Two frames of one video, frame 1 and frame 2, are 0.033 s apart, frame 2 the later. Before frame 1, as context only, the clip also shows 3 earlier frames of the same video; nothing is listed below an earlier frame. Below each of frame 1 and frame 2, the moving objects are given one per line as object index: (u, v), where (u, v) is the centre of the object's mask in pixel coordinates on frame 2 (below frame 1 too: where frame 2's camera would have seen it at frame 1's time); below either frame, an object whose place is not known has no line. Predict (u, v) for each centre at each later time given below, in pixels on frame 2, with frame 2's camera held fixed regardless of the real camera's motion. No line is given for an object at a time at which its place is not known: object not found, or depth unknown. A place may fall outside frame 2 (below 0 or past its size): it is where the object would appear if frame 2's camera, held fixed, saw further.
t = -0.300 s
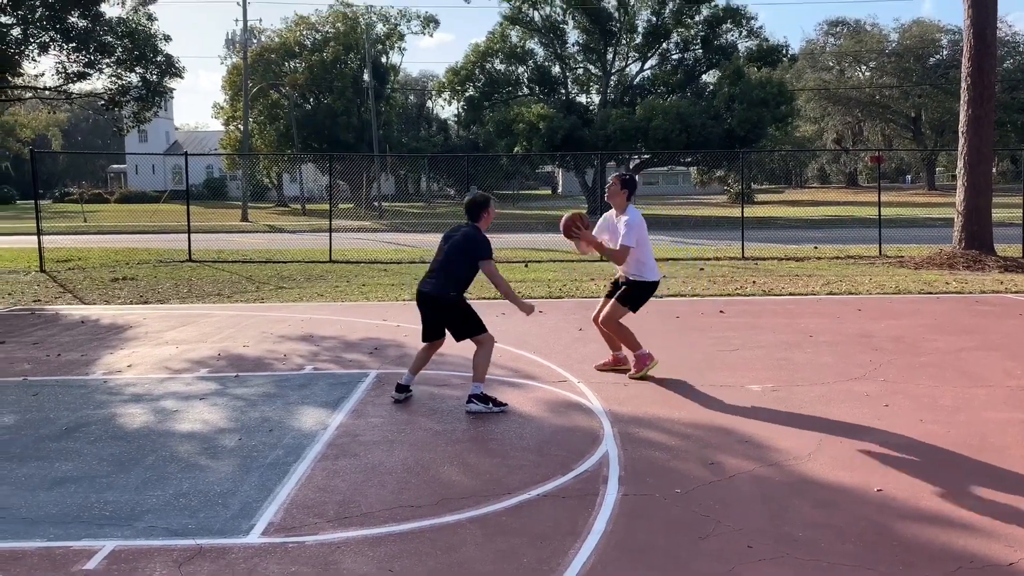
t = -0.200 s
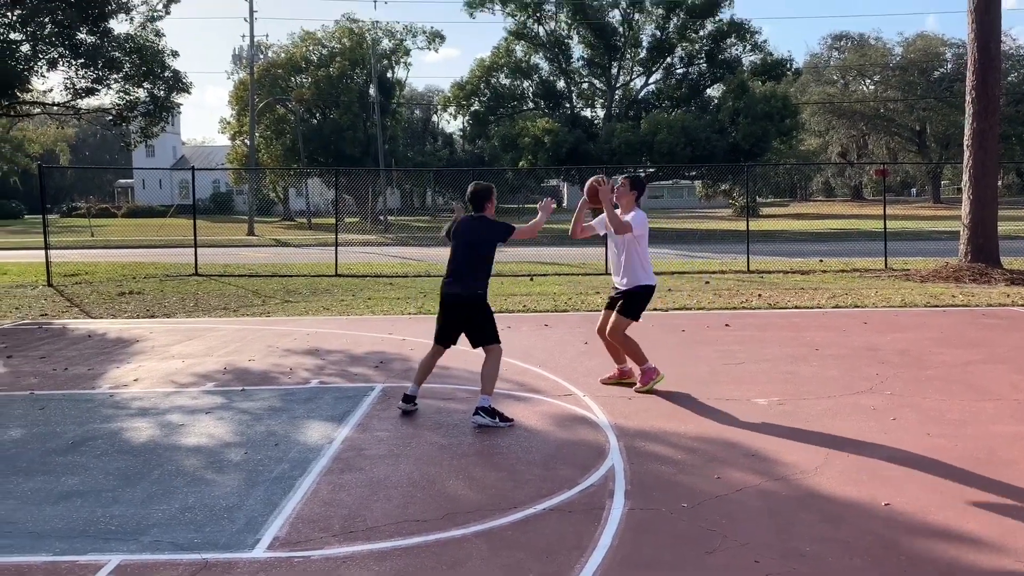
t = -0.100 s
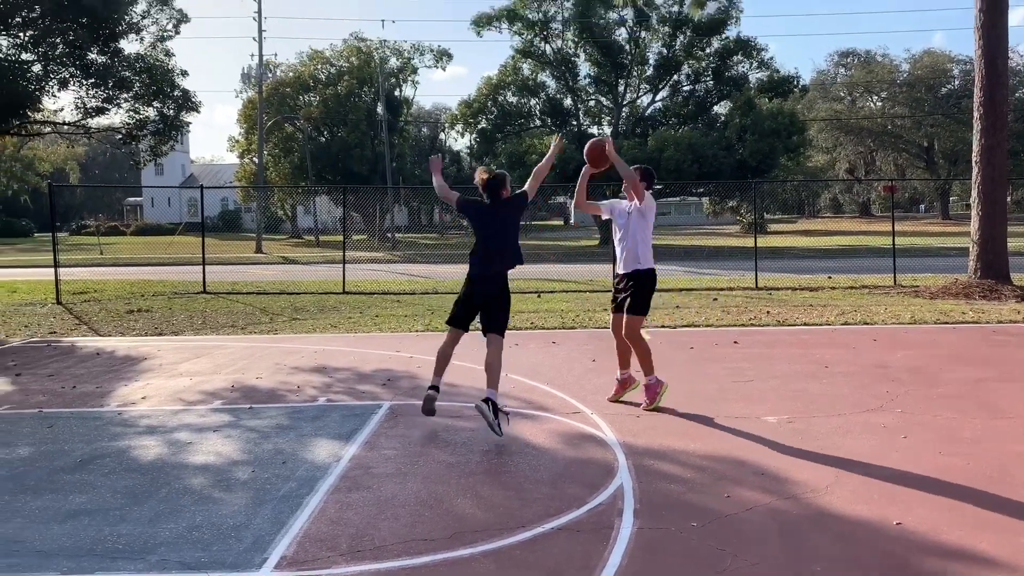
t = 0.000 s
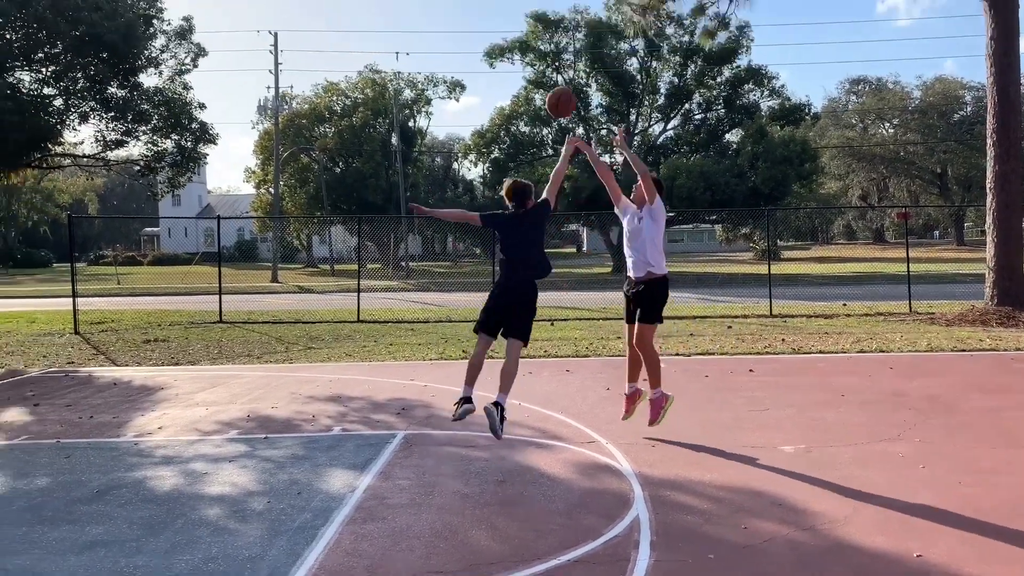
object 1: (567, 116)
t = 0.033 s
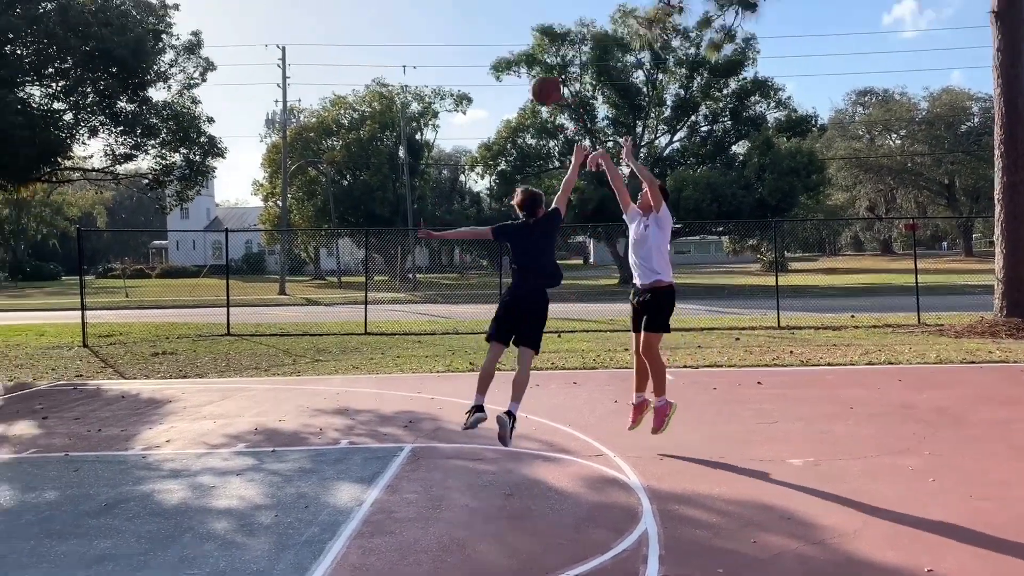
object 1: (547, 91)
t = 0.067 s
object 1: (524, 67)
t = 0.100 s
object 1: (502, 43)
